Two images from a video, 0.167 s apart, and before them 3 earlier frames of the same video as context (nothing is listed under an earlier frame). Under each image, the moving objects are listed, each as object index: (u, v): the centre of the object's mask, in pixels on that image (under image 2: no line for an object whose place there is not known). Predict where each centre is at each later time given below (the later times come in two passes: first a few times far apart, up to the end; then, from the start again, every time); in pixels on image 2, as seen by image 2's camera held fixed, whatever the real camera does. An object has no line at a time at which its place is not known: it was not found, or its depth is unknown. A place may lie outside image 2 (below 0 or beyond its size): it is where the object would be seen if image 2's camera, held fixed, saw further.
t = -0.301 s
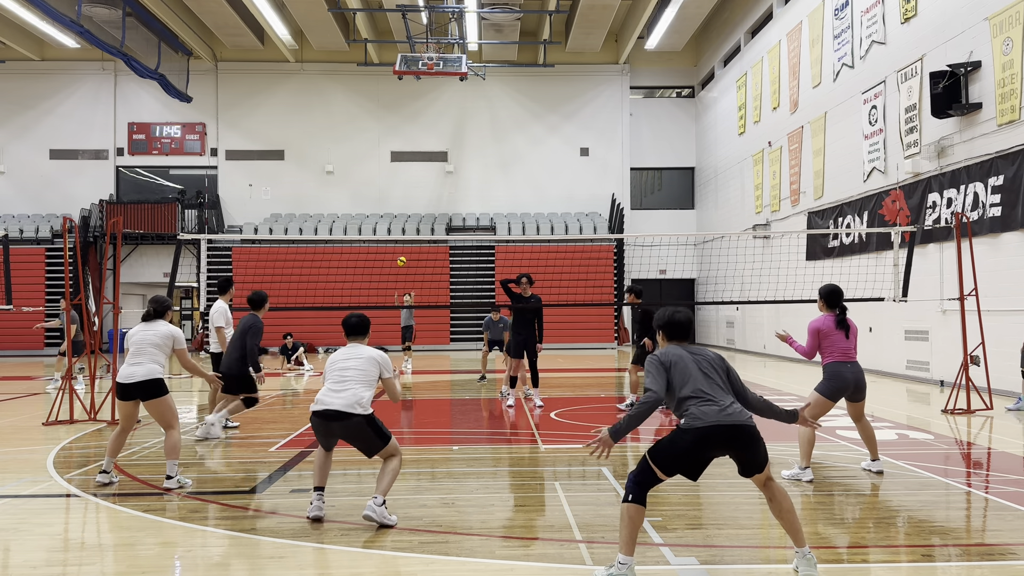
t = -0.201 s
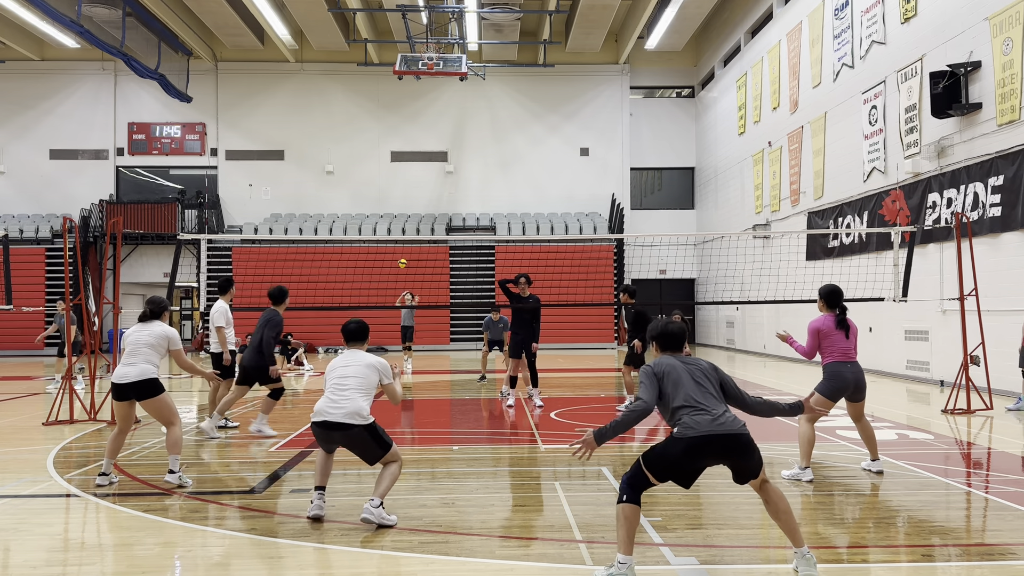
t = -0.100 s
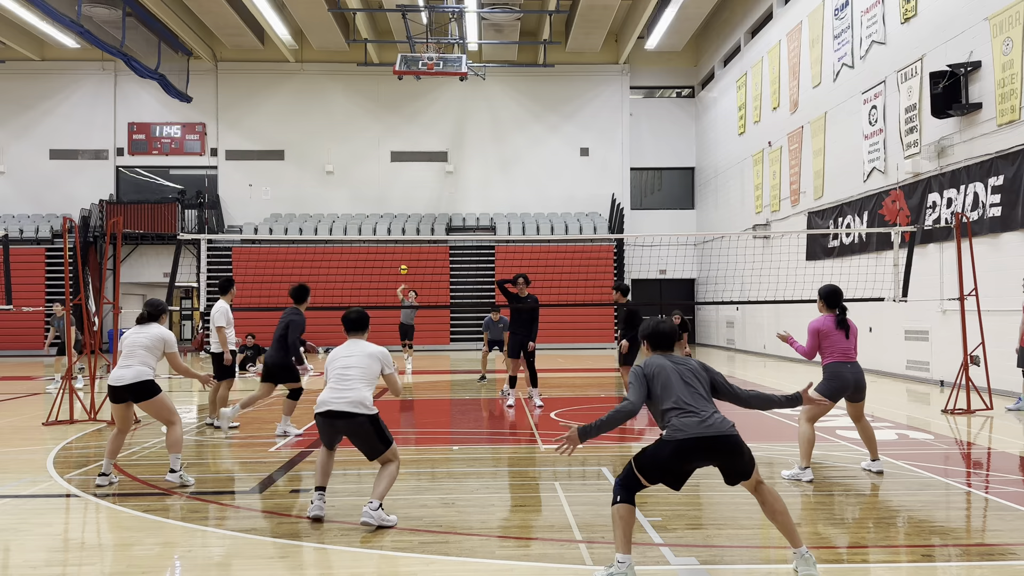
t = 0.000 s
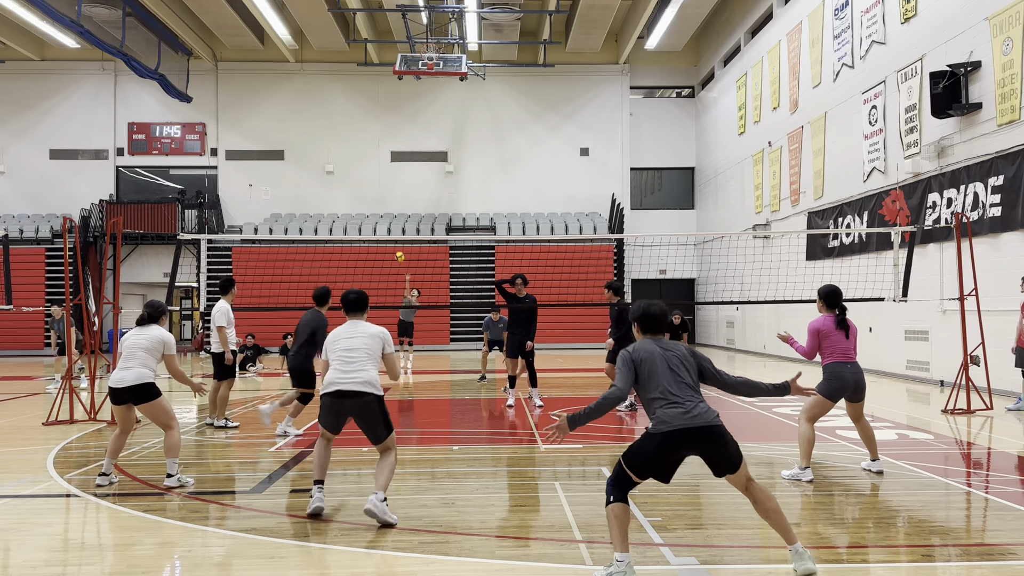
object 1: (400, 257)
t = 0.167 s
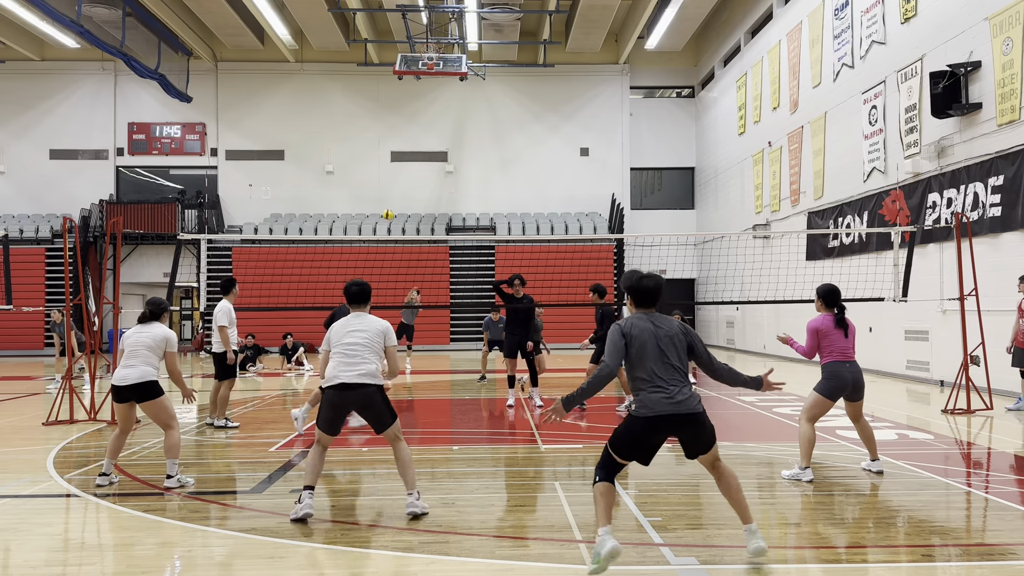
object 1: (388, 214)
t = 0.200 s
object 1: (385, 206)
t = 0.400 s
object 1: (363, 163)
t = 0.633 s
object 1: (334, 135)
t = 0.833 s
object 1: (301, 135)
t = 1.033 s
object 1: (249, 179)
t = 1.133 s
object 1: (215, 226)
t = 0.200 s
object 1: (385, 206)
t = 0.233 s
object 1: (382, 198)
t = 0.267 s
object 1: (379, 191)
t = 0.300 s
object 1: (375, 183)
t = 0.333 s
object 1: (371, 176)
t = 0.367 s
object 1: (367, 170)
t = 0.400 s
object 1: (363, 163)
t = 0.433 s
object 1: (359, 158)
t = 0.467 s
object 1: (354, 153)
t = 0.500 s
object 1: (350, 148)
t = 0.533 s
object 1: (346, 144)
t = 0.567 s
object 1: (342, 141)
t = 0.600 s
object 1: (338, 138)
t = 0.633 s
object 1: (334, 135)
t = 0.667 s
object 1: (330, 133)
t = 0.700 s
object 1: (325, 132)
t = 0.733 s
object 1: (320, 131)
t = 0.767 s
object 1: (314, 132)
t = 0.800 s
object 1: (308, 133)
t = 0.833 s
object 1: (301, 135)
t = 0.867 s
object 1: (293, 139)
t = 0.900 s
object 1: (286, 144)
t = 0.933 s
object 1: (277, 150)
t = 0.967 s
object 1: (268, 158)
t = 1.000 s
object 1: (259, 167)
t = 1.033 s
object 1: (249, 179)
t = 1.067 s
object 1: (239, 193)
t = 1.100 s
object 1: (227, 208)
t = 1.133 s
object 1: (215, 226)
